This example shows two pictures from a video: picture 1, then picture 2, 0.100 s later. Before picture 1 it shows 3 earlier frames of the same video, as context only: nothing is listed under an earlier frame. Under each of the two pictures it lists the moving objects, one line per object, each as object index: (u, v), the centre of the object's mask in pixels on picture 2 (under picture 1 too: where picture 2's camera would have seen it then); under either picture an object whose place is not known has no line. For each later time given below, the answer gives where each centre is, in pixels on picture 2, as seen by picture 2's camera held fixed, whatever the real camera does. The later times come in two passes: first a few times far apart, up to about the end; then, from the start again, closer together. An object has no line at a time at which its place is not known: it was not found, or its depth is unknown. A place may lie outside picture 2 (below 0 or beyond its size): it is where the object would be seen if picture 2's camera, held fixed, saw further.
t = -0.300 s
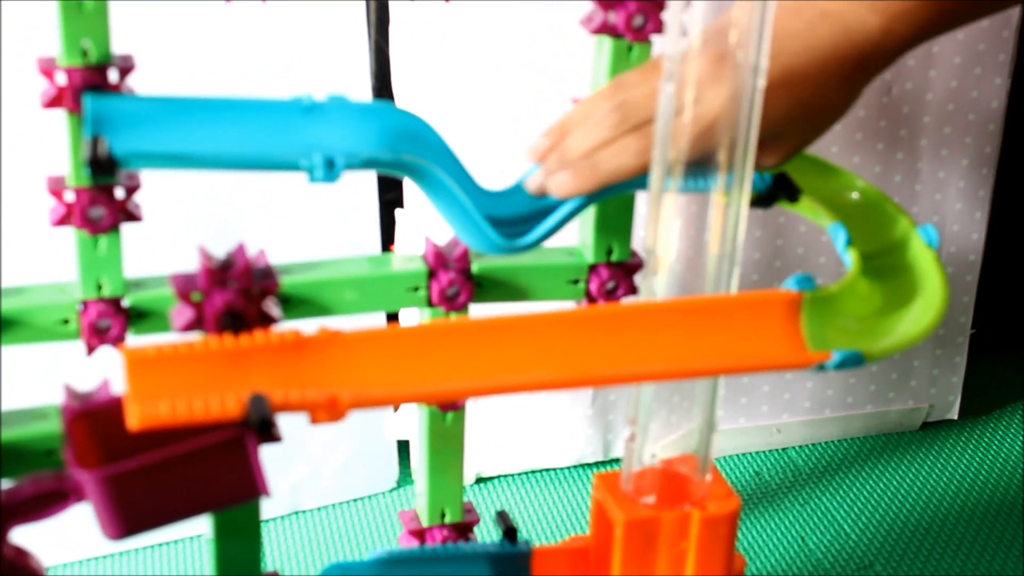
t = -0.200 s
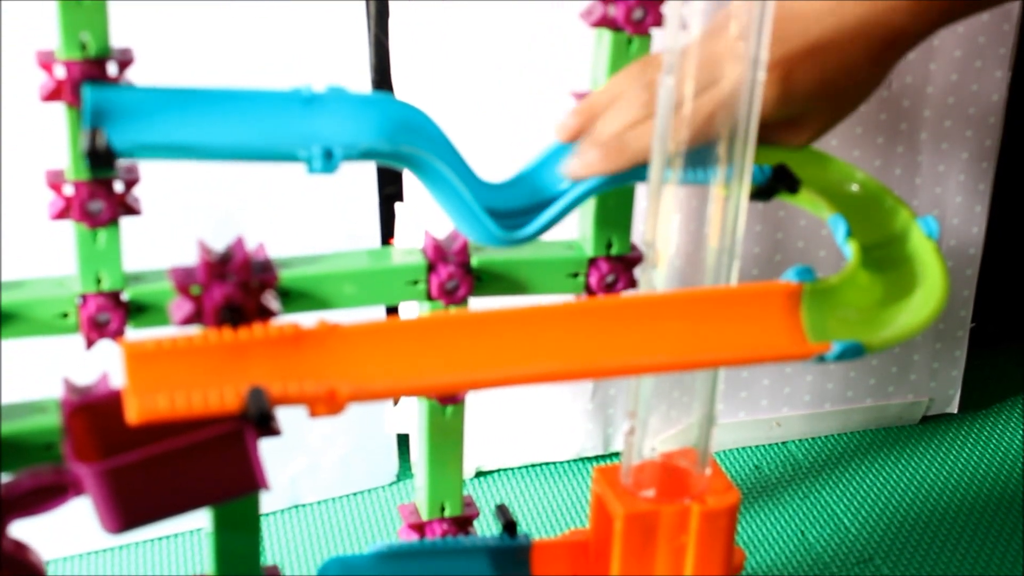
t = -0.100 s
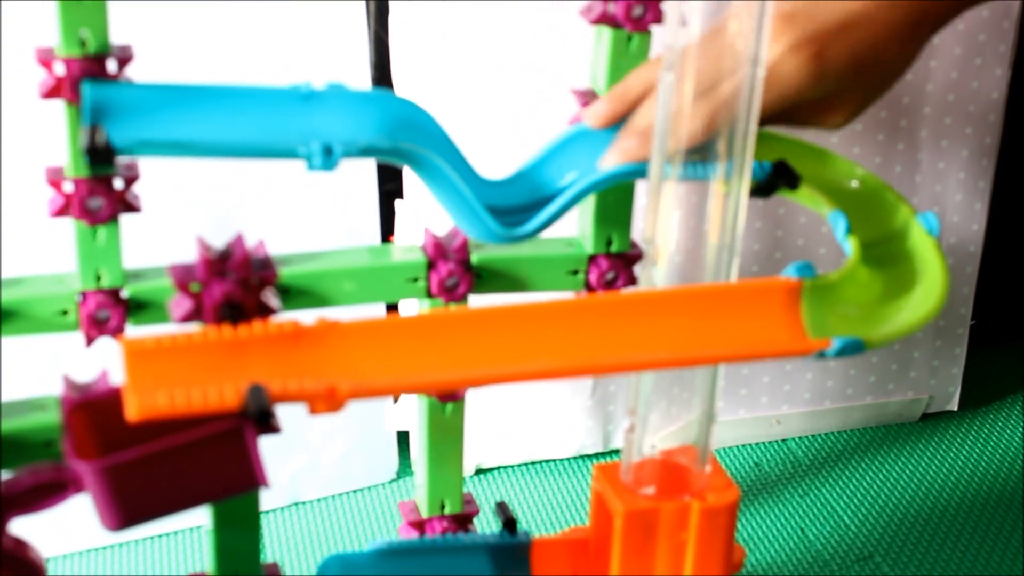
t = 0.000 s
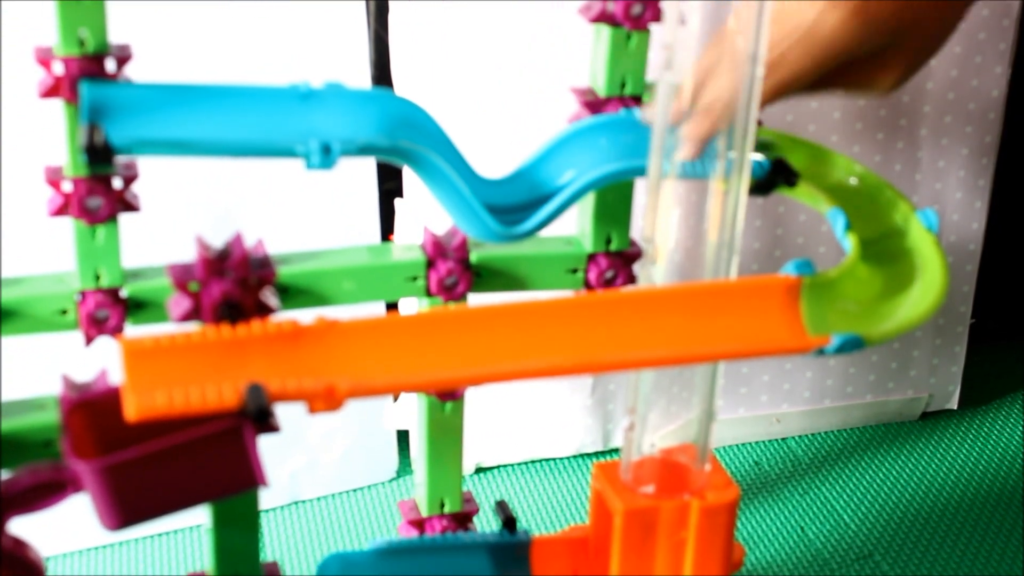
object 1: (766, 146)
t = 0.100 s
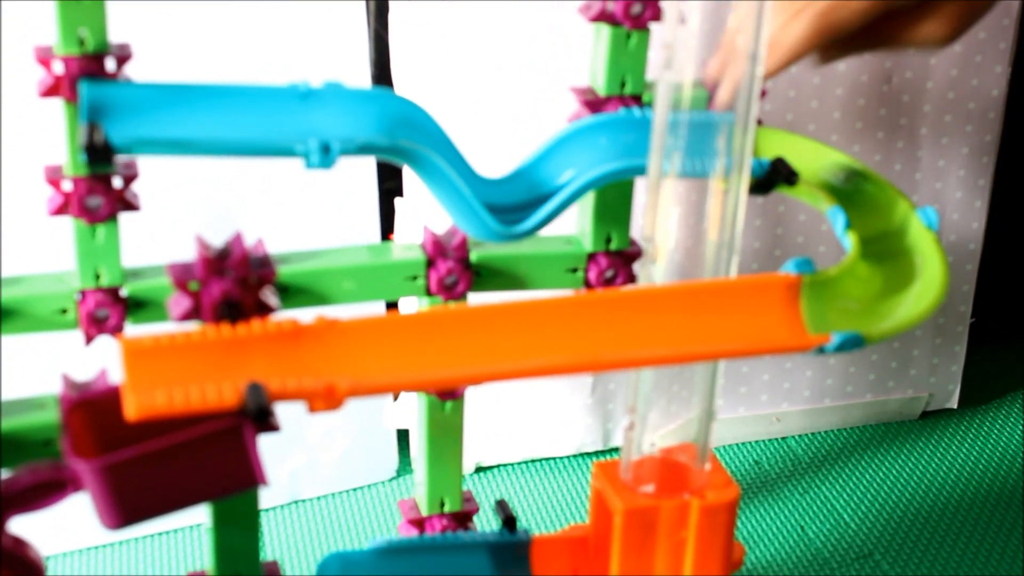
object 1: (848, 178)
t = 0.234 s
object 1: (897, 290)
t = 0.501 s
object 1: (605, 337)
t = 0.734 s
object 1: (368, 357)
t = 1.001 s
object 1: (199, 371)
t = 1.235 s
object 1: (122, 384)
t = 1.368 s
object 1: (97, 435)
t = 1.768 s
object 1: (339, 650)
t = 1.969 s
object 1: (339, 639)
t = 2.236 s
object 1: (347, 600)
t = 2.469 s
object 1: (388, 576)
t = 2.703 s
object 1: (533, 562)
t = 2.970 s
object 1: (600, 565)
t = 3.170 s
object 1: (599, 565)
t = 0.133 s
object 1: (860, 196)
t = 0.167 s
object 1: (879, 229)
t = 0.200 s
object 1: (893, 266)
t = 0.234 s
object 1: (897, 290)
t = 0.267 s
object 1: (875, 309)
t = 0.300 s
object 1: (844, 321)
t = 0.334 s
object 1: (798, 322)
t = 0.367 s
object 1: (754, 320)
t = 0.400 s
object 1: (711, 323)
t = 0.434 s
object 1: (679, 327)
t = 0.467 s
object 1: (642, 333)
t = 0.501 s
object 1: (605, 337)
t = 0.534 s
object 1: (565, 338)
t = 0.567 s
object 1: (526, 340)
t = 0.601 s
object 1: (496, 342)
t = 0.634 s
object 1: (465, 347)
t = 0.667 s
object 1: (434, 352)
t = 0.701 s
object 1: (400, 356)
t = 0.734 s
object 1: (368, 357)
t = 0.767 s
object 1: (340, 356)
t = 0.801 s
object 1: (312, 358)
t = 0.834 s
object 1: (290, 363)
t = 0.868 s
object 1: (268, 365)
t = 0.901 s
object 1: (243, 367)
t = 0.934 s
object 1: (229, 366)
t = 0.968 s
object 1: (214, 367)
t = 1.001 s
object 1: (199, 371)
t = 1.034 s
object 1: (184, 374)
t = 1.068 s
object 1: (170, 375)
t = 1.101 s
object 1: (158, 375)
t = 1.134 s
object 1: (150, 374)
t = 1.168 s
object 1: (140, 378)
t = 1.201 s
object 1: (130, 382)
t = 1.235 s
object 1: (122, 384)
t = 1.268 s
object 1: (113, 385)
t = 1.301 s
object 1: (105, 384)
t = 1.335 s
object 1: (95, 408)
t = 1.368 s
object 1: (97, 435)
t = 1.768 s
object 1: (339, 650)
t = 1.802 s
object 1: (344, 644)
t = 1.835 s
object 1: (340, 651)
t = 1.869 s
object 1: (324, 657)
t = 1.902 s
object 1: (321, 652)
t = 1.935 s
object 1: (332, 651)
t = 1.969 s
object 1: (339, 639)
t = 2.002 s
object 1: (335, 639)
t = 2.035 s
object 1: (332, 636)
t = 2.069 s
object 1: (337, 624)
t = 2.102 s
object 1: (341, 620)
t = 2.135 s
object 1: (339, 614)
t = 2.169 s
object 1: (335, 606)
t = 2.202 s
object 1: (339, 603)
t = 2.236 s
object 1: (347, 600)
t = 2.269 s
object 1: (346, 591)
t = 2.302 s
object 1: (343, 584)
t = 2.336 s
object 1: (345, 577)
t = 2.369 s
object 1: (348, 581)
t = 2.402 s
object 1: (361, 576)
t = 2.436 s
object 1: (374, 578)
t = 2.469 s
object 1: (388, 576)
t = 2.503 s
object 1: (404, 574)
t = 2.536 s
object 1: (422, 569)
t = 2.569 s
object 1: (440, 570)
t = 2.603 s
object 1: (461, 571)
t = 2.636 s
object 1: (489, 569)
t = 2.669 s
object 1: (511, 564)
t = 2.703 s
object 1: (533, 562)
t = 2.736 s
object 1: (560, 563)
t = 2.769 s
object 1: (591, 564)
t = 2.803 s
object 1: (599, 564)
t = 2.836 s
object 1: (599, 562)
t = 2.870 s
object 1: (599, 563)
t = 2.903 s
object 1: (599, 564)
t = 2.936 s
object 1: (600, 565)
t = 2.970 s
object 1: (600, 565)
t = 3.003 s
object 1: (599, 564)
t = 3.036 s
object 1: (599, 564)
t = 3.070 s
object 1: (599, 563)
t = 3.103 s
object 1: (599, 563)
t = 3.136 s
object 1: (599, 564)
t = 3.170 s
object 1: (599, 565)
